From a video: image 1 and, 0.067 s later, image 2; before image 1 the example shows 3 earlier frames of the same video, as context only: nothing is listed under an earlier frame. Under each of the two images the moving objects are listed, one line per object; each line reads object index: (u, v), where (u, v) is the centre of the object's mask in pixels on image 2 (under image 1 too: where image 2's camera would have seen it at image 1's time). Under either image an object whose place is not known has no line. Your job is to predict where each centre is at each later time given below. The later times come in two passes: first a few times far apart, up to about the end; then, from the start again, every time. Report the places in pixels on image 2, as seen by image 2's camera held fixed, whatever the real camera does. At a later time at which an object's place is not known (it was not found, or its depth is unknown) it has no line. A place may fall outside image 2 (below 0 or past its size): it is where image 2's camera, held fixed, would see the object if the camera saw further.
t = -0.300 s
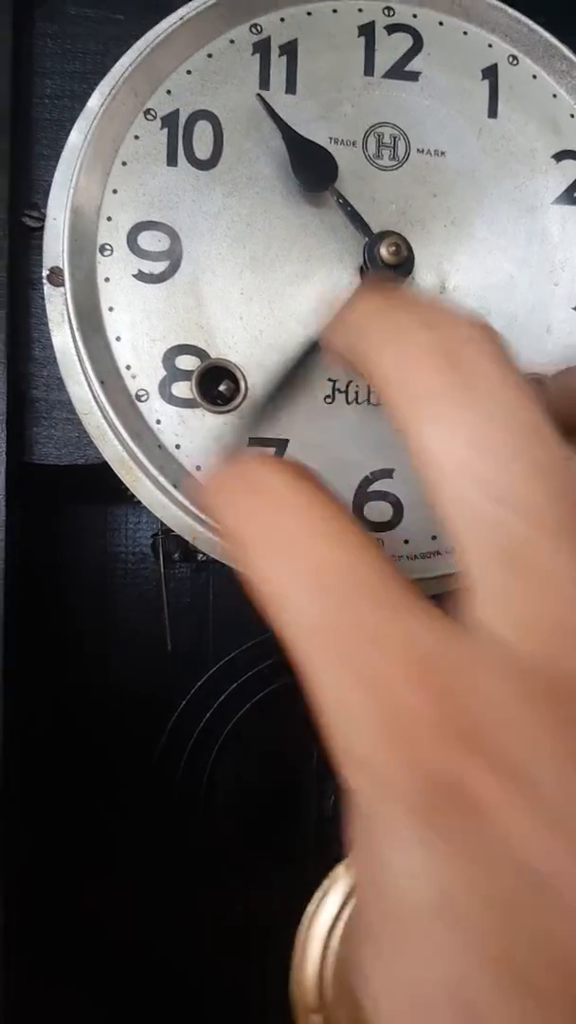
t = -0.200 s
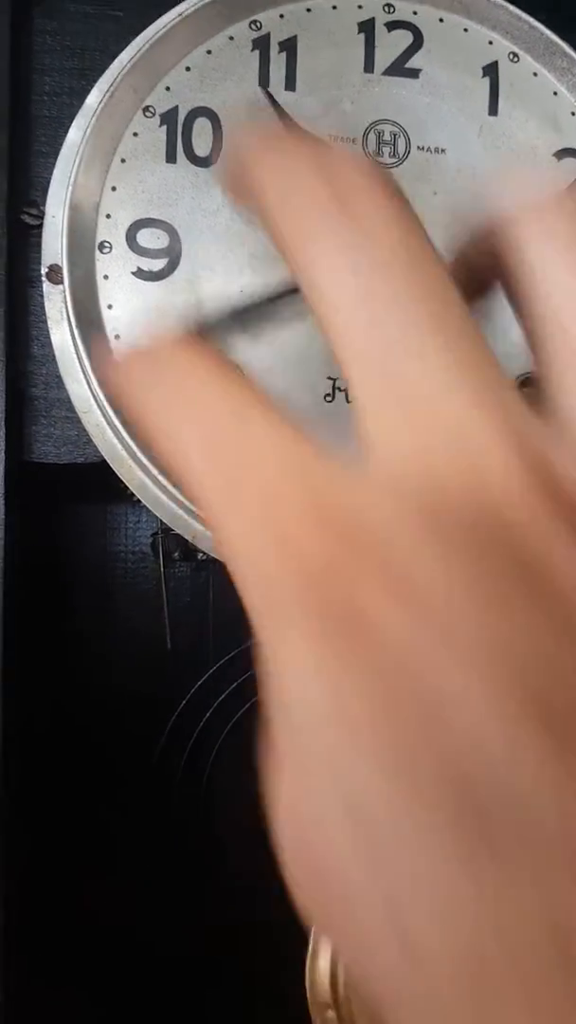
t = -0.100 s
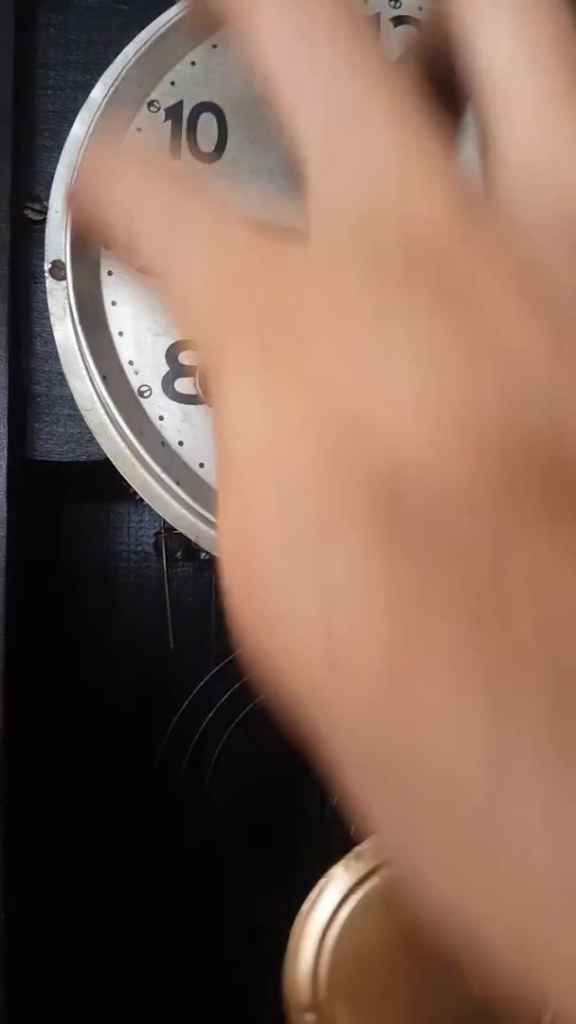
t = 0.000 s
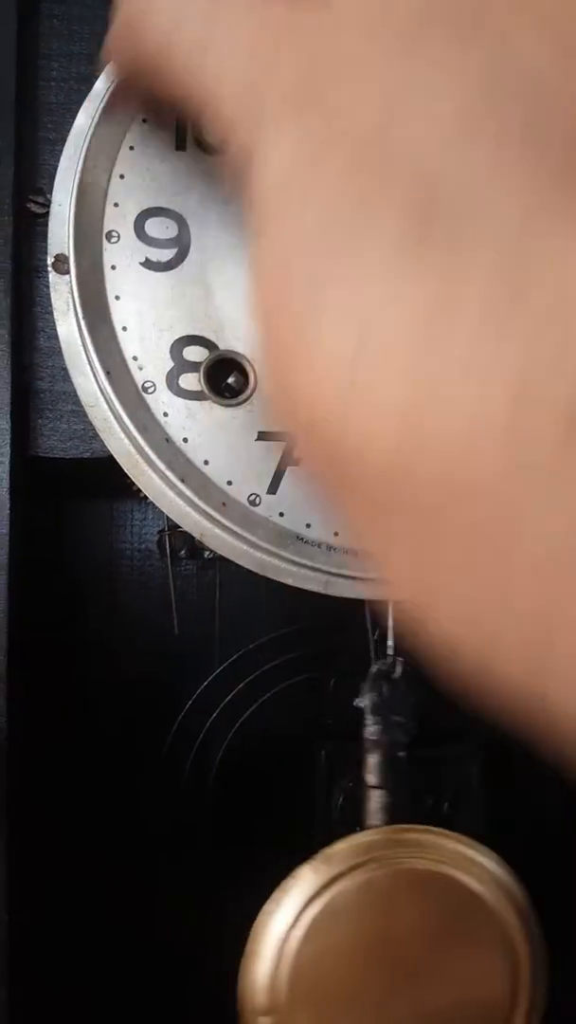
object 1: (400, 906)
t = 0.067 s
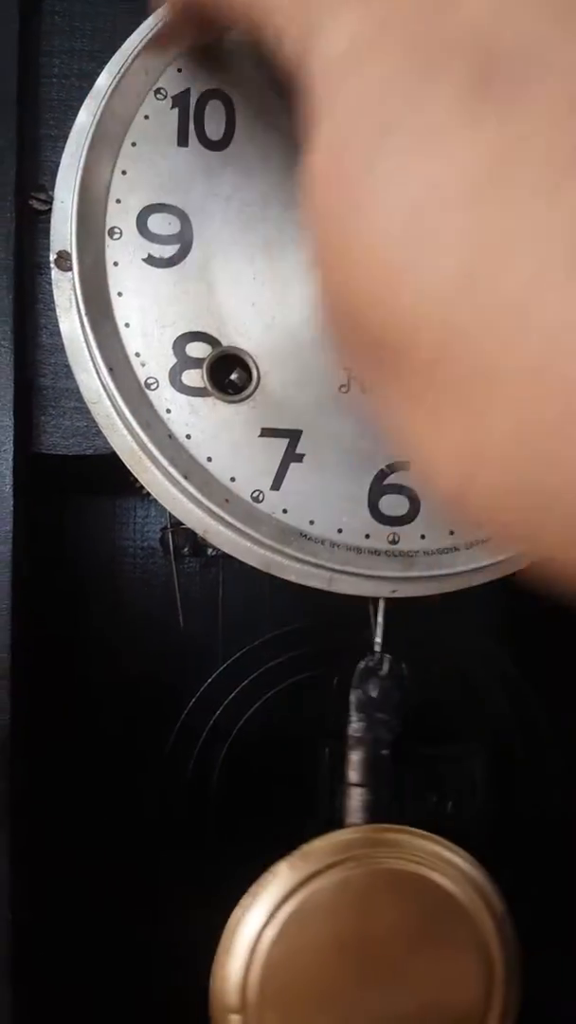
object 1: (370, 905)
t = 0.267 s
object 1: (345, 899)
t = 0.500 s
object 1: (432, 901)
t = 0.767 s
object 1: (428, 906)
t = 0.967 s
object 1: (347, 910)
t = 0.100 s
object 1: (357, 907)
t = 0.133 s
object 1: (347, 908)
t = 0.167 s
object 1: (343, 901)
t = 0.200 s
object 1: (340, 900)
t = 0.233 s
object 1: (341, 899)
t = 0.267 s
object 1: (345, 899)
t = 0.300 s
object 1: (354, 899)
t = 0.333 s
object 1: (364, 902)
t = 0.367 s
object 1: (377, 902)
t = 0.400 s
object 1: (391, 903)
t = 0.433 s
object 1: (406, 903)
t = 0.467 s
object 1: (421, 901)
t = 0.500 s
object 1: (432, 901)
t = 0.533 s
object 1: (440, 898)
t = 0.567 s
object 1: (446, 897)
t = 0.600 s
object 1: (450, 899)
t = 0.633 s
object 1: (451, 900)
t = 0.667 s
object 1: (449, 901)
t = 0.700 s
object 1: (445, 904)
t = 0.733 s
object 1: (437, 904)
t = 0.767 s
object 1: (428, 906)
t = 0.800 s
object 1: (414, 909)
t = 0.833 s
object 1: (398, 910)
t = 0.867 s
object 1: (383, 911)
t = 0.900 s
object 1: (368, 912)
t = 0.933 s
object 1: (356, 913)
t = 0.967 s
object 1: (347, 910)
